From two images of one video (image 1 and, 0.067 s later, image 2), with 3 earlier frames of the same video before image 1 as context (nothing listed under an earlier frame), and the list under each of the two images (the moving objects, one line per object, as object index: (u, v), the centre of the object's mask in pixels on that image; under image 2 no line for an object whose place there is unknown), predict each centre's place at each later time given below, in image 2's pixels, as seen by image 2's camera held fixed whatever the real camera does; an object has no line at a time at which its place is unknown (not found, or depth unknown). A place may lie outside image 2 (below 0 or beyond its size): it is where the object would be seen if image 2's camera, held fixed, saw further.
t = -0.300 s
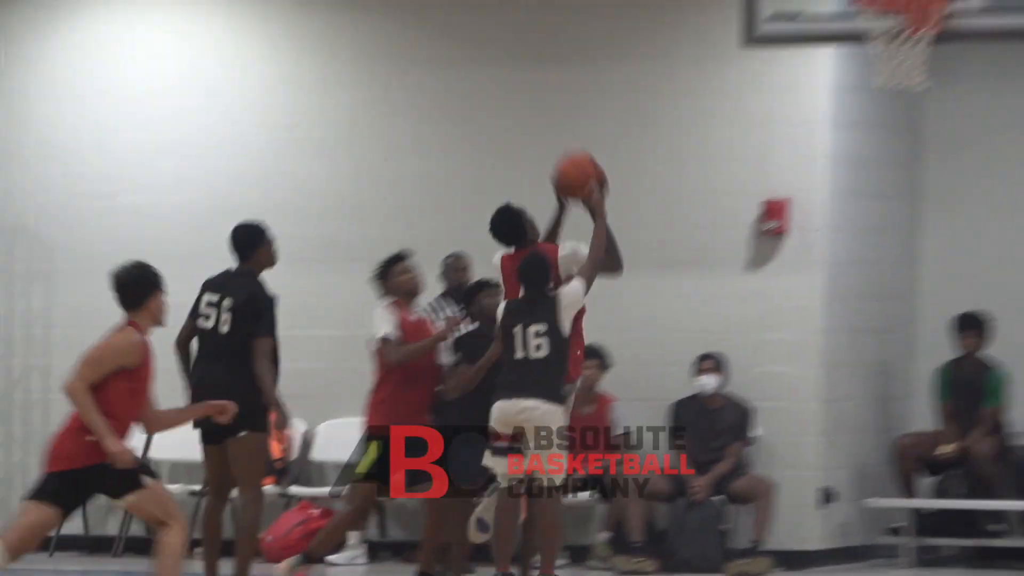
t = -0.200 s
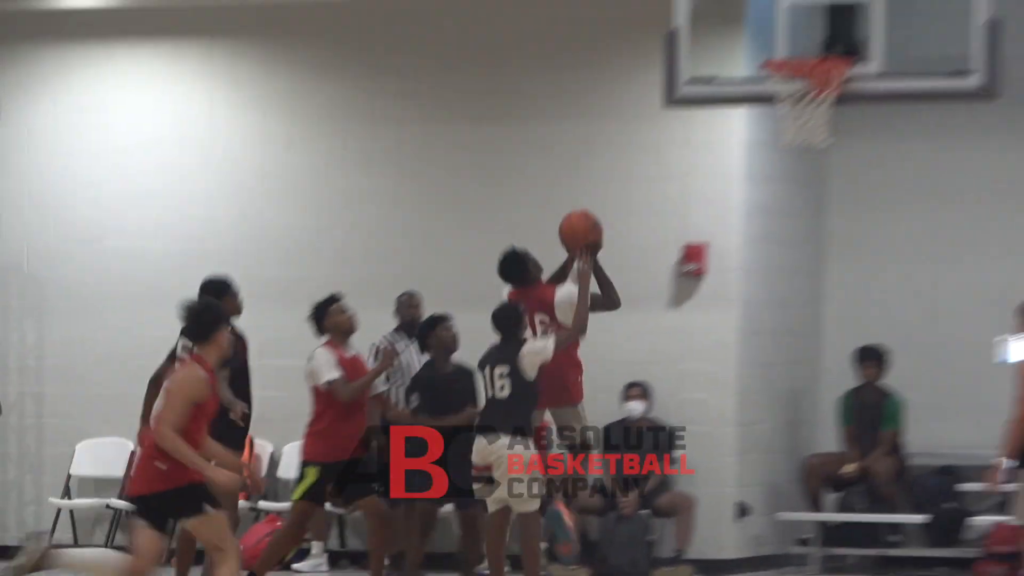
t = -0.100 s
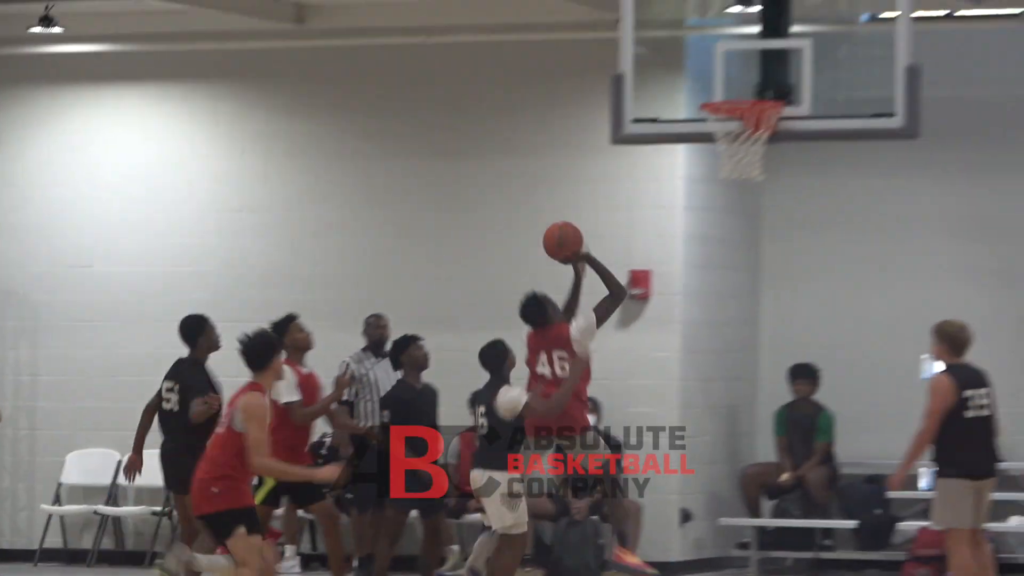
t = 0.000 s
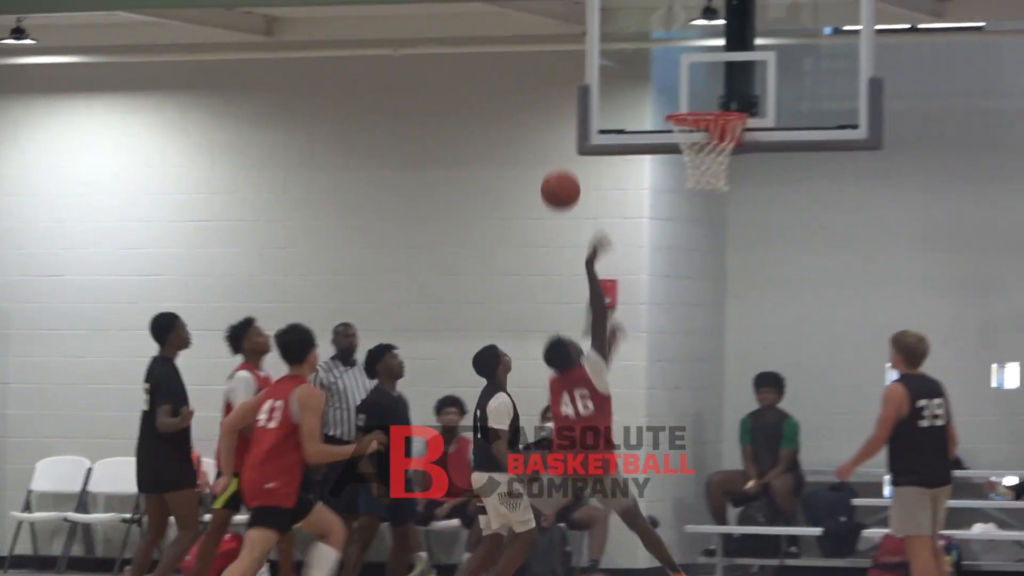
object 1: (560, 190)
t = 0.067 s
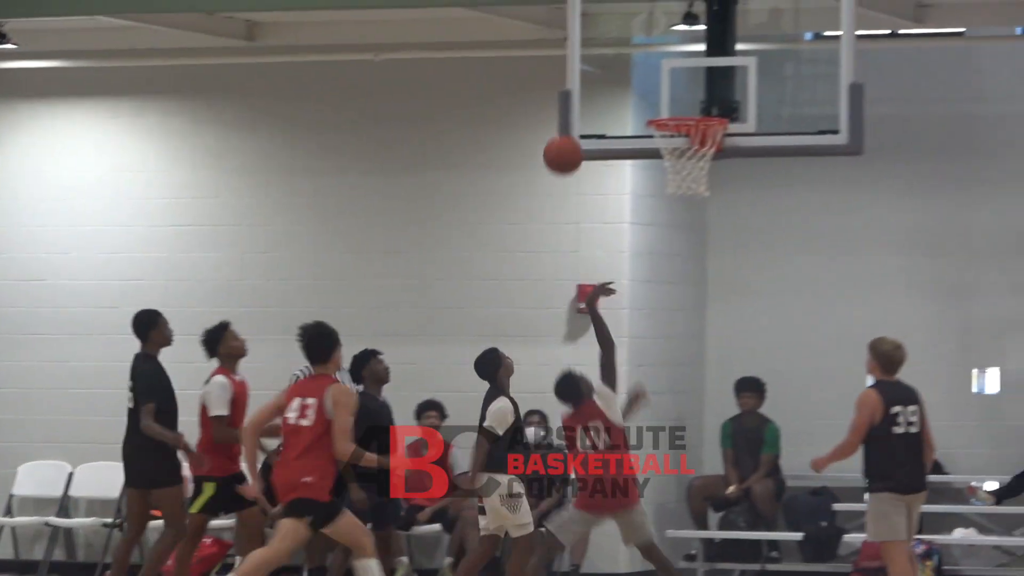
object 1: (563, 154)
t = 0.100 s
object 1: (575, 137)
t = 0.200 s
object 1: (610, 96)
